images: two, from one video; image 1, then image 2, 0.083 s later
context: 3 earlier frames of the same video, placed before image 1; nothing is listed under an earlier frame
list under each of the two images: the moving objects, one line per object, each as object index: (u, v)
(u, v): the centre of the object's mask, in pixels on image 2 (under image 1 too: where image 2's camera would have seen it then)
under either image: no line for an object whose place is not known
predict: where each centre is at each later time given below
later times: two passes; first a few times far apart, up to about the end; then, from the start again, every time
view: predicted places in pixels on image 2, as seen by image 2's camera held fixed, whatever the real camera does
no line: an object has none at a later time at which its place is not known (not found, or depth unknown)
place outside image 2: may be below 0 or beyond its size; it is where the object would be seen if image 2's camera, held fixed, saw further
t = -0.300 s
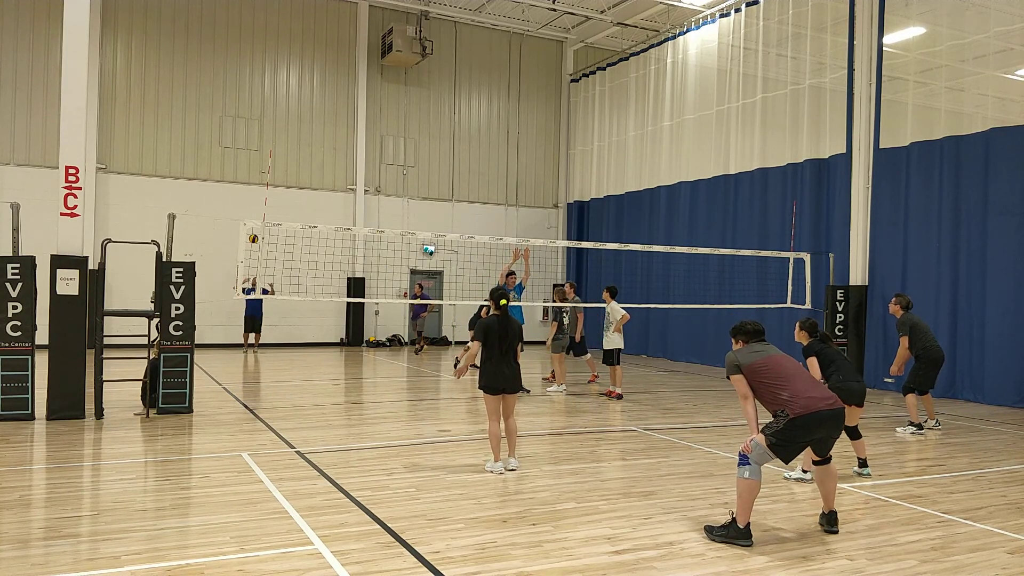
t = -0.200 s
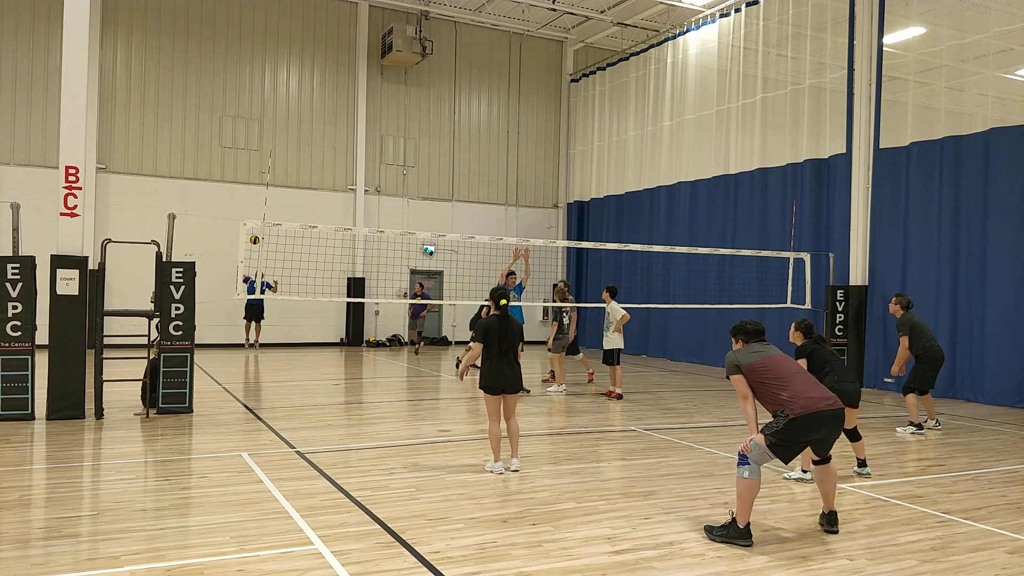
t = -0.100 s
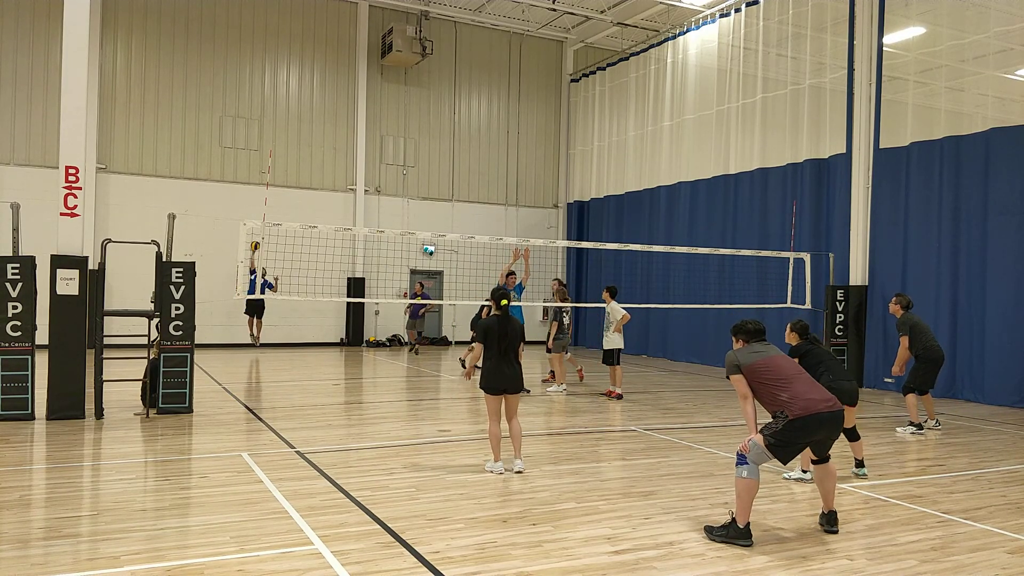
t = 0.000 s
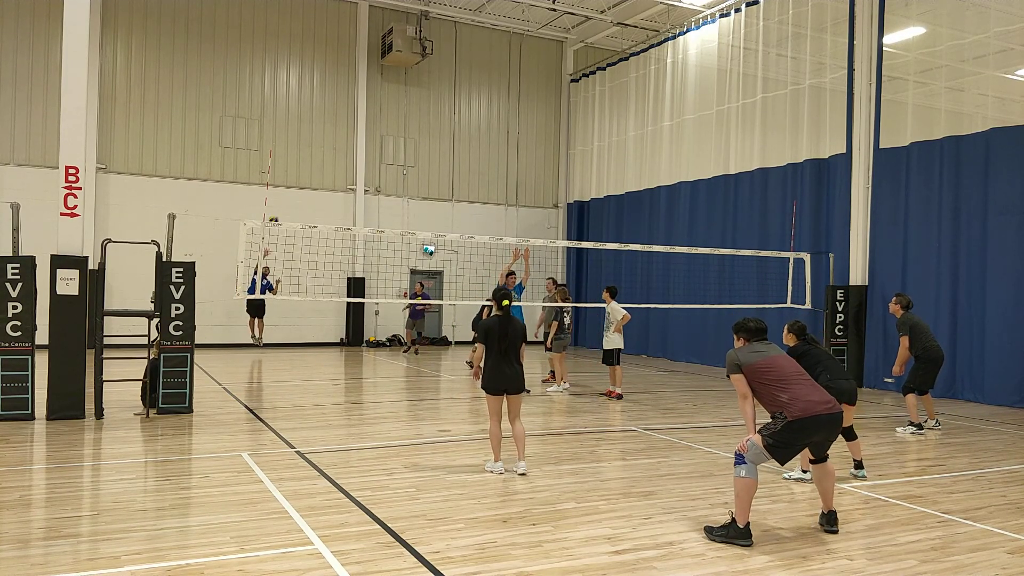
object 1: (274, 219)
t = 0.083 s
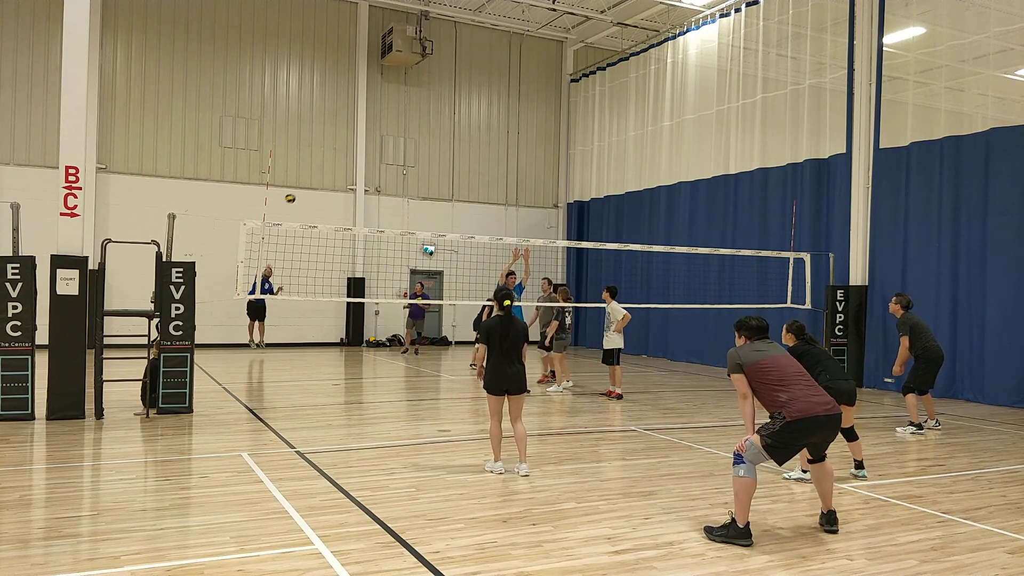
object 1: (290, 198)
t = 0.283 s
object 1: (335, 150)
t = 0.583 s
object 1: (416, 109)
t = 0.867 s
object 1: (516, 116)
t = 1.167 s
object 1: (665, 211)
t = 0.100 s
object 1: (293, 194)
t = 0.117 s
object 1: (297, 190)
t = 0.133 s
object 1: (301, 185)
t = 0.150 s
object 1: (304, 181)
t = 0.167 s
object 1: (309, 177)
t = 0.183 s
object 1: (312, 173)
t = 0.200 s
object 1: (316, 169)
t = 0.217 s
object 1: (320, 165)
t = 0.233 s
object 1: (323, 161)
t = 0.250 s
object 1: (327, 157)
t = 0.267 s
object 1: (331, 154)
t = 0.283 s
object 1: (335, 150)
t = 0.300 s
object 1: (339, 147)
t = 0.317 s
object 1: (343, 144)
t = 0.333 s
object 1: (347, 141)
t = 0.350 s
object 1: (351, 138)
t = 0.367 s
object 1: (356, 135)
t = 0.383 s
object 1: (360, 132)
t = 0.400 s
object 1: (364, 130)
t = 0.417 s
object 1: (368, 127)
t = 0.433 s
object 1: (373, 124)
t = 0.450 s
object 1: (377, 122)
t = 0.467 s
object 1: (382, 120)
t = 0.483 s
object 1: (386, 118)
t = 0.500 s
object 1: (391, 116)
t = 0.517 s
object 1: (396, 114)
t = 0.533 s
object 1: (401, 112)
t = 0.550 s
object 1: (406, 111)
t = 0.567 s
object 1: (411, 110)
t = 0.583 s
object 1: (416, 109)
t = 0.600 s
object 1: (421, 108)
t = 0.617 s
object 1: (426, 107)
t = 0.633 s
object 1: (432, 106)
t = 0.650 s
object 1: (437, 105)
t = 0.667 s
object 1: (442, 105)
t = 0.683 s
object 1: (448, 105)
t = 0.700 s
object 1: (453, 105)
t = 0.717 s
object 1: (459, 105)
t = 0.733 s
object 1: (465, 105)
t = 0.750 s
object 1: (471, 106)
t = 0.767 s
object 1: (478, 107)
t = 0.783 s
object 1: (484, 107)
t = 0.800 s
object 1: (490, 109)
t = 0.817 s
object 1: (497, 110)
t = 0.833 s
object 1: (503, 112)
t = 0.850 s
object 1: (510, 114)
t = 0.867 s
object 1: (516, 116)
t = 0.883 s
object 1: (523, 119)
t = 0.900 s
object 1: (531, 122)
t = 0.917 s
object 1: (538, 125)
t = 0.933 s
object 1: (546, 128)
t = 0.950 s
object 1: (554, 132)
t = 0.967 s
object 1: (561, 136)
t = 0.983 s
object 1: (568, 140)
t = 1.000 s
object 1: (577, 144)
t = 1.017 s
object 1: (584, 149)
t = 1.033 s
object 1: (593, 155)
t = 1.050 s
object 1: (601, 161)
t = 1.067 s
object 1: (611, 166)
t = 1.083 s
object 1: (619, 173)
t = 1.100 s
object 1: (629, 180)
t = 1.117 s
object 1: (638, 187)
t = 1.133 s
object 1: (646, 195)
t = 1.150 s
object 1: (655, 202)
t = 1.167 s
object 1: (665, 211)
